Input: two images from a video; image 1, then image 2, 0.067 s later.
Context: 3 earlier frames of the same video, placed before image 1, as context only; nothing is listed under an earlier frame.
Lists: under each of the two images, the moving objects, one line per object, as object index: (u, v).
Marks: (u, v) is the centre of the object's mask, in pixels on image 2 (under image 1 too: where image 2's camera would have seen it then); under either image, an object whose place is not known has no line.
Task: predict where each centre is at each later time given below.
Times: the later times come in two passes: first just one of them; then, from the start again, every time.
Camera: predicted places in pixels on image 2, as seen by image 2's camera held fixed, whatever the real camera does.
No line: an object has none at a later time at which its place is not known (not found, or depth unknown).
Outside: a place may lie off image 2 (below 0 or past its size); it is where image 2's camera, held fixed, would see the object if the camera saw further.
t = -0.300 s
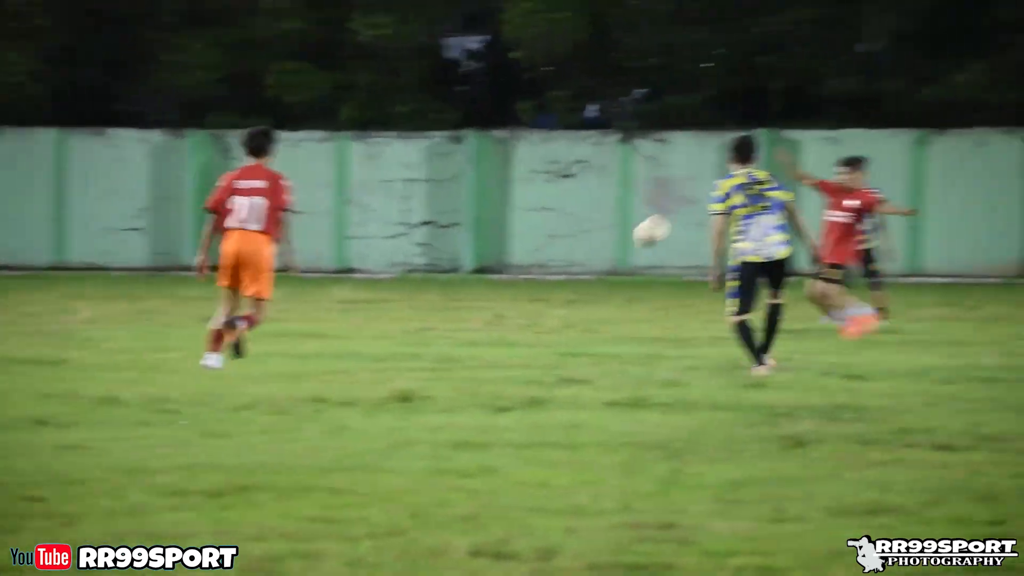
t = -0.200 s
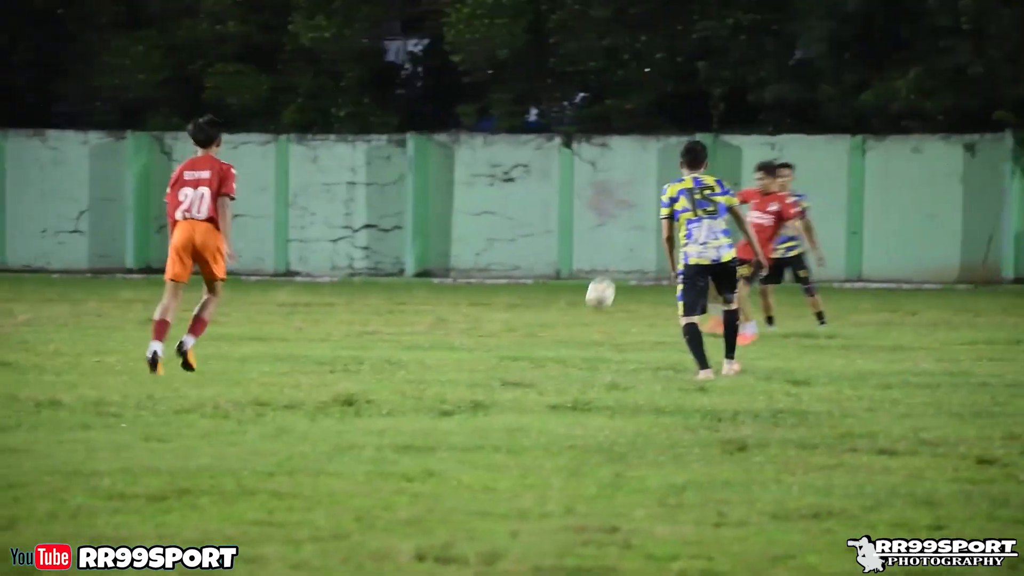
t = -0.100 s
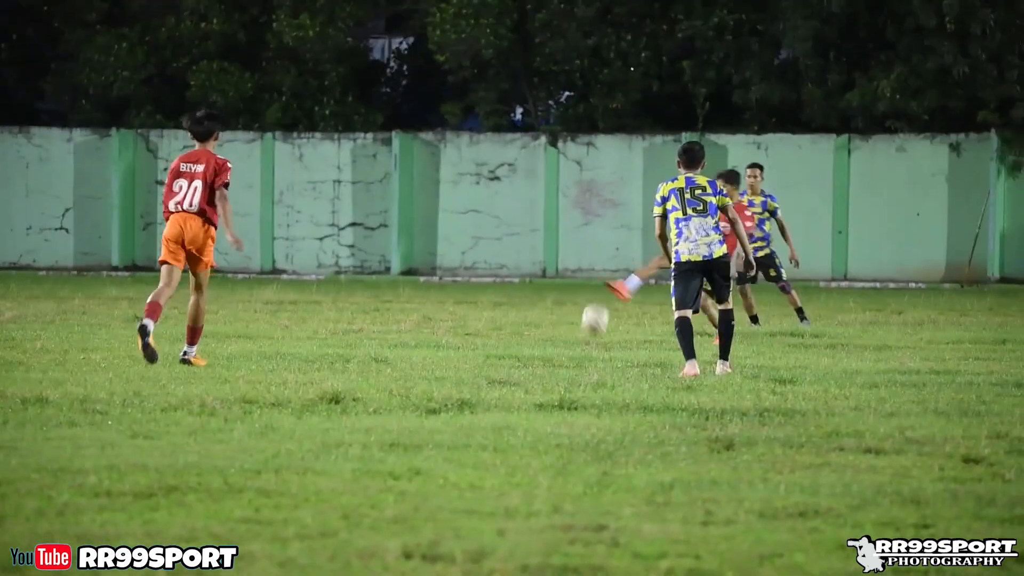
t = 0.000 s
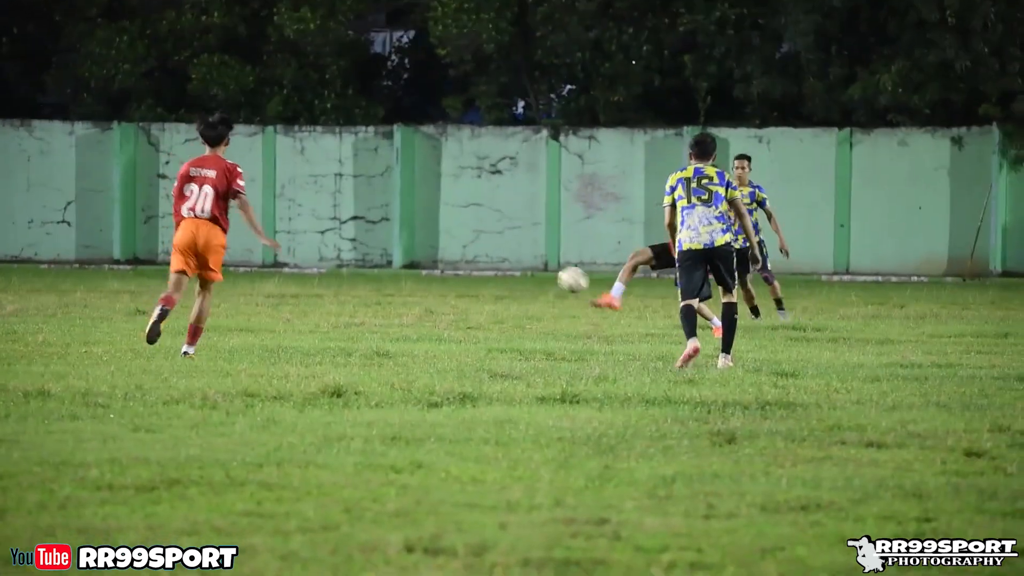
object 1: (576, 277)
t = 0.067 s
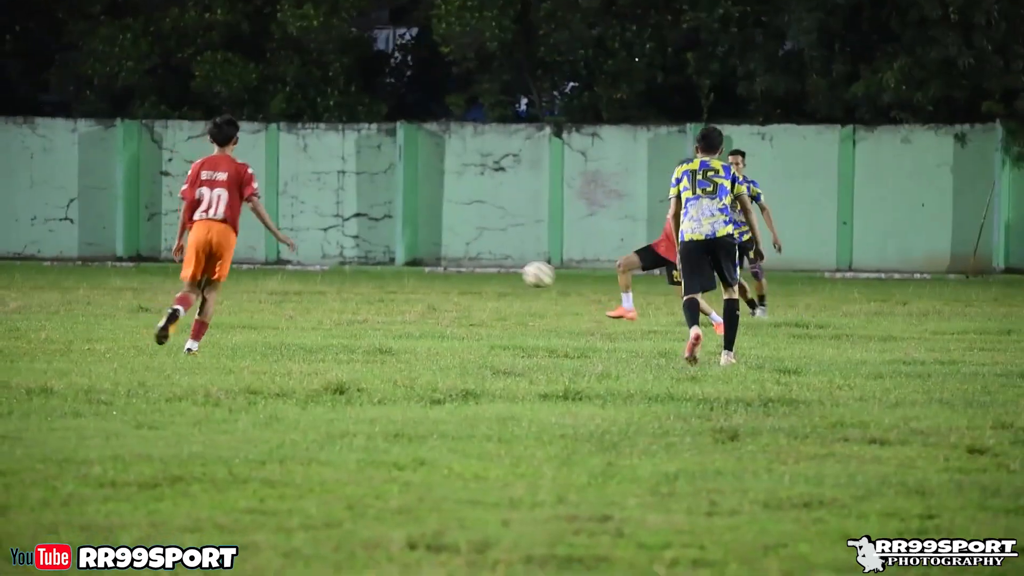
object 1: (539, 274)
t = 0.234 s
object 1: (444, 292)
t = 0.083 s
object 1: (529, 275)
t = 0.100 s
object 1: (520, 275)
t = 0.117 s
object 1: (511, 276)
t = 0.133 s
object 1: (501, 277)
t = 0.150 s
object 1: (492, 279)
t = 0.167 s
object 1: (483, 281)
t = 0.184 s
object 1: (473, 283)
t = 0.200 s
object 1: (463, 285)
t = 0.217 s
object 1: (453, 288)
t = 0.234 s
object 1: (444, 292)
